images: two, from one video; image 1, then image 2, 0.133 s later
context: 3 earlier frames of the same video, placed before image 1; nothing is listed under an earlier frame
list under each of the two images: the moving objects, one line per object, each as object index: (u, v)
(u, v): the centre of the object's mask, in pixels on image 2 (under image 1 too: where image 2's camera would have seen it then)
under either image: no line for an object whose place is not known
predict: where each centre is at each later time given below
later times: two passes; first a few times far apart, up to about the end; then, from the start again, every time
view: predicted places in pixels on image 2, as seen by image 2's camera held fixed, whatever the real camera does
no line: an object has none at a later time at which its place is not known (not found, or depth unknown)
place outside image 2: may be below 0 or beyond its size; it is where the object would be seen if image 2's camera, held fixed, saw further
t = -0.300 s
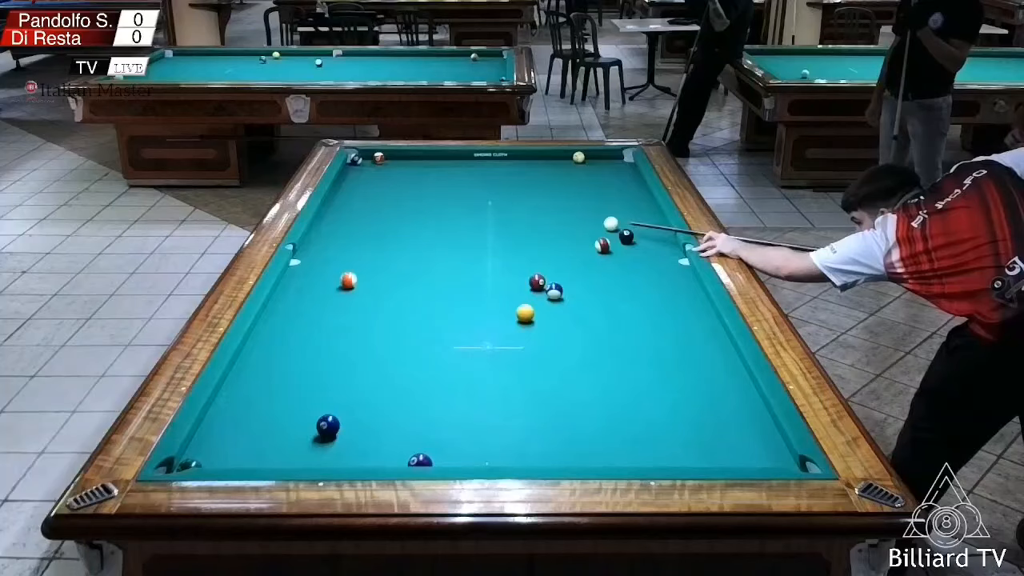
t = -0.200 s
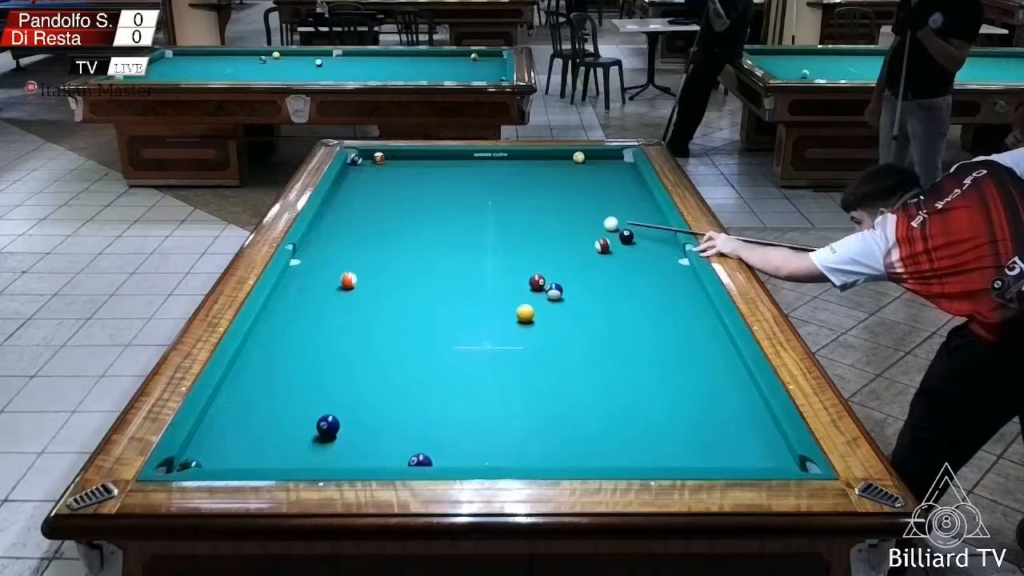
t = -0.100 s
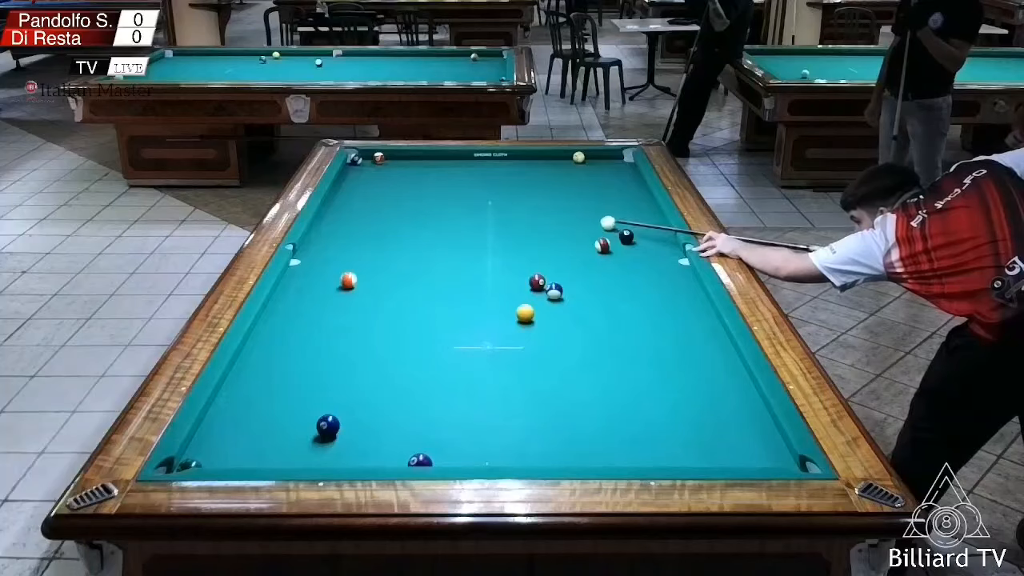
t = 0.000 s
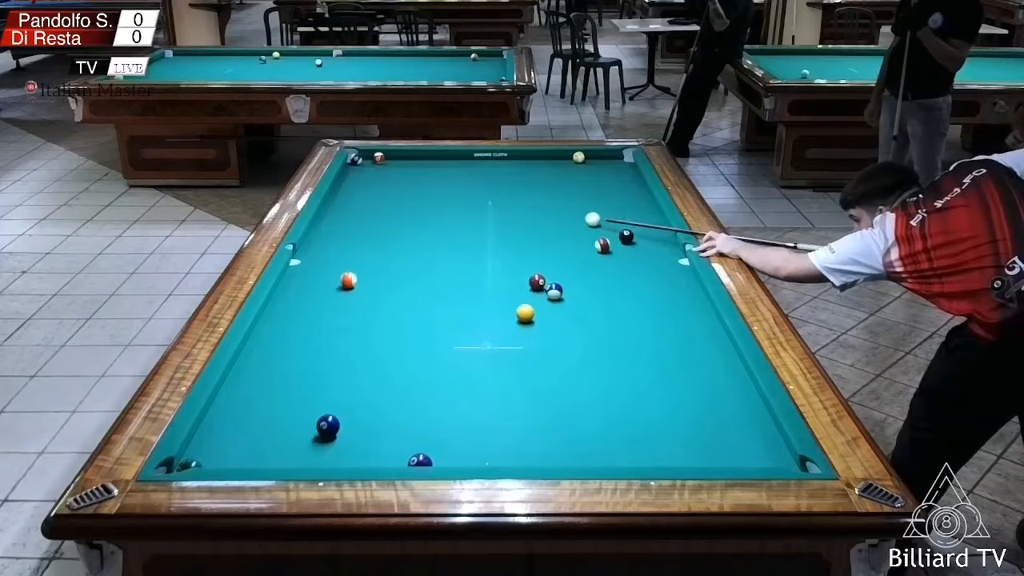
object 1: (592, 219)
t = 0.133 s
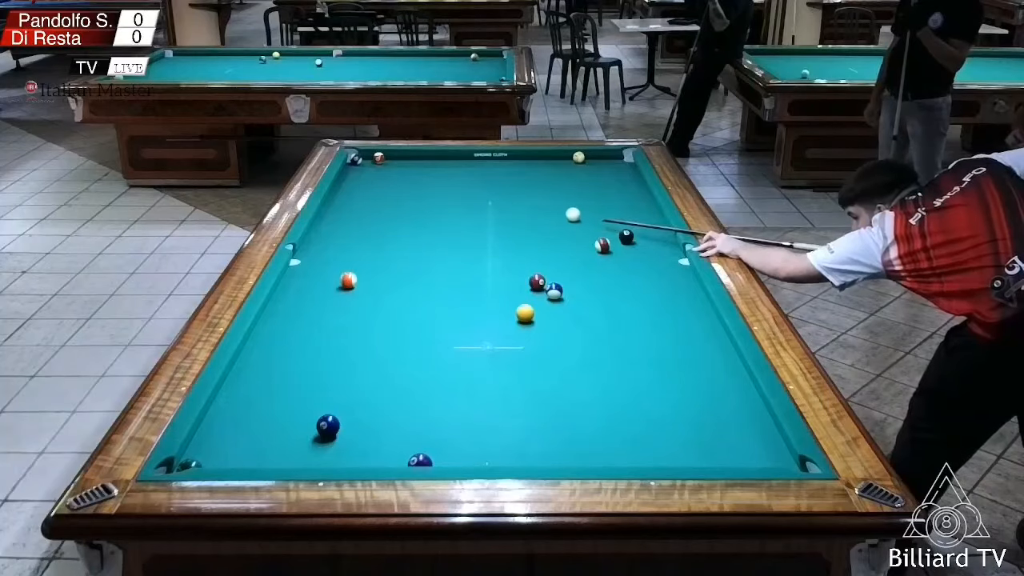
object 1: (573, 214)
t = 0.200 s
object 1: (561, 212)
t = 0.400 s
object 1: (536, 205)
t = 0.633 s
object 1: (506, 198)
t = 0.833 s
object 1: (482, 192)
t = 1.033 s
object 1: (459, 187)
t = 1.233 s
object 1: (437, 181)
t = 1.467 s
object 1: (413, 176)
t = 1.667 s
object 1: (393, 171)
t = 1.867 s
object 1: (375, 166)
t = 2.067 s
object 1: (357, 162)
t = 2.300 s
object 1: (358, 162)
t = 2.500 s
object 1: (365, 162)
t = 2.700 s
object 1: (374, 162)
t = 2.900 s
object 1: (381, 162)
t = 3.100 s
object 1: (390, 163)
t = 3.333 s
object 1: (397, 163)
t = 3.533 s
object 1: (404, 163)
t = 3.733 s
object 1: (410, 163)
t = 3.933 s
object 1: (416, 163)
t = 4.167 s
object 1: (422, 163)
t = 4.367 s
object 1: (428, 163)
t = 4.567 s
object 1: (432, 163)
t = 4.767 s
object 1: (436, 163)
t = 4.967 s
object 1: (441, 163)
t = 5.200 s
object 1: (445, 163)
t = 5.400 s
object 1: (448, 163)
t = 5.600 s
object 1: (451, 163)
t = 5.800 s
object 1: (453, 163)
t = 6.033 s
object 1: (455, 163)
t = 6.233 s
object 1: (457, 163)
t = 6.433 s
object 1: (458, 163)
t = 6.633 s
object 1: (458, 163)
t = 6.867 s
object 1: (459, 163)
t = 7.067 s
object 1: (459, 163)
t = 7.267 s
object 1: (459, 163)
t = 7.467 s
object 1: (459, 163)
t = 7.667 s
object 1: (459, 163)
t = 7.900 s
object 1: (459, 163)
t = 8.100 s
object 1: (459, 163)
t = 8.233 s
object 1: (459, 163)
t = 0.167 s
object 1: (568, 213)
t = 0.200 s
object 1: (561, 212)
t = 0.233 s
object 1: (557, 210)
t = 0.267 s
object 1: (554, 210)
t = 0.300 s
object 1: (549, 209)
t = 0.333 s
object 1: (545, 208)
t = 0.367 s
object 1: (541, 206)
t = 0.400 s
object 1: (536, 205)
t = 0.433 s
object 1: (532, 204)
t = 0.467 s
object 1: (527, 203)
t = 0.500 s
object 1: (523, 202)
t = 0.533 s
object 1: (519, 201)
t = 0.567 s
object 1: (514, 200)
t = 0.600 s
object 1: (510, 199)
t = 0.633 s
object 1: (506, 198)
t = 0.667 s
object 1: (502, 197)
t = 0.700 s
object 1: (498, 196)
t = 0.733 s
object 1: (494, 195)
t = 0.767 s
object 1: (489, 194)
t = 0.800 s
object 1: (485, 193)
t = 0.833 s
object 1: (482, 192)
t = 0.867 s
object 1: (478, 191)
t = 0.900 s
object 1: (474, 190)
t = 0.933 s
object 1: (470, 189)
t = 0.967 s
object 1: (464, 188)
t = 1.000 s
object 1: (463, 188)
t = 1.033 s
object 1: (459, 187)
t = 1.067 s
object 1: (455, 186)
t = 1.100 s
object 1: (451, 185)
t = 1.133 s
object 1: (448, 184)
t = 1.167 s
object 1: (444, 183)
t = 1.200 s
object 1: (441, 182)
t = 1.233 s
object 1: (437, 181)
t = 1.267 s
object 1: (433, 181)
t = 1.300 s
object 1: (430, 180)
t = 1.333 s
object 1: (427, 179)
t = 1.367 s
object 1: (425, 178)
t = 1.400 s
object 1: (421, 178)
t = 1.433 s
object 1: (416, 177)
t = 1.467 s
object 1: (413, 176)
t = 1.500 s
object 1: (409, 175)
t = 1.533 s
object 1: (406, 174)
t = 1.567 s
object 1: (403, 173)
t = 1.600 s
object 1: (400, 173)
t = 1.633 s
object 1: (396, 172)
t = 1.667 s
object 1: (393, 171)
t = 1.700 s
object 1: (390, 170)
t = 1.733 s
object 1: (389, 170)
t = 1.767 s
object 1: (386, 169)
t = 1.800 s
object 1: (383, 168)
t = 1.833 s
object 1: (379, 168)
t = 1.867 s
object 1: (375, 166)
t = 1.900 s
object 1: (371, 166)
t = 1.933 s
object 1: (369, 165)
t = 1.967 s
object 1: (366, 164)
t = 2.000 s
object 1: (363, 164)
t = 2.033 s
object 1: (360, 163)
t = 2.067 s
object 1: (357, 162)
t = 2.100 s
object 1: (356, 162)
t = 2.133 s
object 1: (353, 162)
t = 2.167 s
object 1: (352, 162)
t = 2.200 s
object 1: (352, 162)
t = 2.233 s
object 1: (354, 162)
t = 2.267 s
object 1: (356, 161)
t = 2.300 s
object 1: (358, 162)
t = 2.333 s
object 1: (359, 162)
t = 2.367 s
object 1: (360, 162)
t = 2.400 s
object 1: (362, 162)
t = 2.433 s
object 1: (363, 162)
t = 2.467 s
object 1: (364, 162)
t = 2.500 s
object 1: (365, 162)
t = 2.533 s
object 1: (366, 162)
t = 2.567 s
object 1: (368, 162)
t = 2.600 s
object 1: (369, 162)
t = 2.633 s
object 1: (372, 162)
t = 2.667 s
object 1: (373, 162)
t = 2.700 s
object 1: (374, 162)
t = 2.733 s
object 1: (375, 162)
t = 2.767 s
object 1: (377, 162)
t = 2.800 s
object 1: (378, 162)
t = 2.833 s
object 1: (379, 162)
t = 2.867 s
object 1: (380, 162)
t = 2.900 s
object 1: (381, 162)
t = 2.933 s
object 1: (383, 162)
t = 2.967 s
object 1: (385, 162)
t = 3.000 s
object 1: (385, 162)
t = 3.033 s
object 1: (387, 162)
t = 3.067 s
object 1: (388, 163)
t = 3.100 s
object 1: (390, 163)
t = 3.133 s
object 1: (391, 163)
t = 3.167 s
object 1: (392, 163)
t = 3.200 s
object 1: (392, 163)
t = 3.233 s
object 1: (394, 163)
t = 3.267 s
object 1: (395, 163)
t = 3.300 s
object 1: (396, 163)
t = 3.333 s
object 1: (397, 163)
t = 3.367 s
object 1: (399, 163)
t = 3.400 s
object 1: (400, 163)
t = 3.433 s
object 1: (401, 163)
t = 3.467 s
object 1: (402, 163)
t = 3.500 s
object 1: (403, 163)
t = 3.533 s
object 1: (404, 163)
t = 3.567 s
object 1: (405, 163)
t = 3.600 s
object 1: (406, 163)
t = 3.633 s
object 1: (407, 163)
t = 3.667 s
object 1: (408, 163)
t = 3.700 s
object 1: (409, 163)
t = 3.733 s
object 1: (410, 163)
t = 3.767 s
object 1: (411, 163)
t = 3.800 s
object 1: (412, 163)
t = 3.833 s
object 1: (414, 163)
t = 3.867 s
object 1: (415, 163)
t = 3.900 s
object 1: (416, 163)
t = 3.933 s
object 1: (416, 163)
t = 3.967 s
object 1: (417, 163)
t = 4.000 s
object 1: (418, 163)
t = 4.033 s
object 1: (419, 163)
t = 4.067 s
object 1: (420, 163)
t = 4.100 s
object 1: (421, 163)
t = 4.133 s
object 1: (422, 163)
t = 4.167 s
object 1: (422, 163)
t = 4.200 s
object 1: (424, 163)
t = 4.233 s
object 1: (424, 163)
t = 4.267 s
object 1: (425, 163)
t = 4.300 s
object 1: (426, 163)
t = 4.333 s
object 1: (427, 163)
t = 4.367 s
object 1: (428, 163)
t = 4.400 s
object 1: (428, 163)
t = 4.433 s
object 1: (429, 163)
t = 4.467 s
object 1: (430, 163)
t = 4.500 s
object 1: (431, 163)
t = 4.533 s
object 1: (432, 163)
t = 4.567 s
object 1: (432, 163)
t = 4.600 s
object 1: (433, 163)
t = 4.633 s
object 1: (434, 163)
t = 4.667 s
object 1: (434, 163)
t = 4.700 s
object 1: (435, 163)
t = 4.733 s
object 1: (436, 163)
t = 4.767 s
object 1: (436, 163)
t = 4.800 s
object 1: (437, 163)
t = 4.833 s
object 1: (438, 163)
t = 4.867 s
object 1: (439, 163)
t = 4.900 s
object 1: (440, 163)
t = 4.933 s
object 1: (440, 163)
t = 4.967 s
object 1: (441, 163)
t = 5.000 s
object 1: (442, 163)
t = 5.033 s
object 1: (442, 163)
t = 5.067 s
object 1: (442, 163)
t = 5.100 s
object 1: (443, 163)
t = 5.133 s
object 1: (444, 163)
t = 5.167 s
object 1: (444, 163)
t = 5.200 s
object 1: (445, 163)
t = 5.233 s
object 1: (445, 163)
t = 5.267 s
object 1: (446, 163)
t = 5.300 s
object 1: (446, 163)
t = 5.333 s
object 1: (447, 163)
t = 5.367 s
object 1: (447, 163)
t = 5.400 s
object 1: (448, 163)
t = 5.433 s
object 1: (448, 163)
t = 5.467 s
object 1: (449, 163)
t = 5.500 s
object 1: (449, 163)
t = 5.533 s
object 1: (450, 163)
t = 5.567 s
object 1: (450, 163)
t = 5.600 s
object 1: (451, 163)
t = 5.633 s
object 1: (451, 163)
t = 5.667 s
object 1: (451, 163)
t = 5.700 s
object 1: (452, 163)
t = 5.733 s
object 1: (452, 163)
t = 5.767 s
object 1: (453, 163)
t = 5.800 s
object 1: (453, 163)
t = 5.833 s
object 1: (453, 163)
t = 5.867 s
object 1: (454, 163)
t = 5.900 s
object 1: (454, 163)
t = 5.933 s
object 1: (454, 163)
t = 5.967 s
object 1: (454, 163)
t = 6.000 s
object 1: (455, 163)
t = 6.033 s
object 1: (455, 163)
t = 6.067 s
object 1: (455, 163)
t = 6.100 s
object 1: (456, 163)
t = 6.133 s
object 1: (456, 163)
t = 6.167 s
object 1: (456, 163)
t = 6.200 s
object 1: (456, 163)
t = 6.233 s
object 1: (457, 163)
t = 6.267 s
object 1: (457, 163)
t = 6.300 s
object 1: (457, 163)
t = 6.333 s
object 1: (457, 163)
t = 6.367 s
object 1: (457, 163)
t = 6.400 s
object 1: (457, 163)
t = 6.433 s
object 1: (458, 163)
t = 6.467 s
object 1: (458, 163)
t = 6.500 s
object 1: (458, 163)
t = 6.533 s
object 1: (458, 163)
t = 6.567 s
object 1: (458, 163)
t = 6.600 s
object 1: (458, 163)
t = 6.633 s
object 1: (458, 163)
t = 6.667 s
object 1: (459, 163)
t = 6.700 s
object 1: (459, 163)
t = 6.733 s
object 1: (459, 163)
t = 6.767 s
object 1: (459, 163)
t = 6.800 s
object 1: (459, 163)
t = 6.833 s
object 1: (459, 163)
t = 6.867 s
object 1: (459, 163)
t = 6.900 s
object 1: (459, 163)
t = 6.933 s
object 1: (459, 163)
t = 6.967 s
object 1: (459, 163)
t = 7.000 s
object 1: (459, 163)
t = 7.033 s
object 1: (459, 163)
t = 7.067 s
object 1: (459, 163)
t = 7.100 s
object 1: (459, 163)
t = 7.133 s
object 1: (459, 163)
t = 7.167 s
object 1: (459, 163)
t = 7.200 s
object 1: (459, 163)
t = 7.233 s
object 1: (459, 163)
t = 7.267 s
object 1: (459, 163)
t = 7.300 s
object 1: (459, 163)
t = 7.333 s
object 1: (459, 163)
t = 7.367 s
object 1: (459, 163)
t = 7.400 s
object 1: (459, 163)
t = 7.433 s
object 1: (459, 163)
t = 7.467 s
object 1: (459, 163)
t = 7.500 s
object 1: (459, 163)
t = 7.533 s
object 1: (459, 163)
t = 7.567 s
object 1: (459, 163)
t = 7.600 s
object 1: (459, 163)
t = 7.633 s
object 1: (459, 163)
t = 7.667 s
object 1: (459, 163)
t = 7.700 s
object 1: (459, 163)
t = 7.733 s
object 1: (459, 163)
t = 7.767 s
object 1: (459, 163)
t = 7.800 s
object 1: (459, 163)
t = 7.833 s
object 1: (459, 163)
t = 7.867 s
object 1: (459, 163)
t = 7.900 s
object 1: (459, 163)
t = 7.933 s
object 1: (459, 163)
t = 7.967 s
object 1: (459, 163)
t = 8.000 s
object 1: (459, 163)
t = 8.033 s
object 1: (459, 163)
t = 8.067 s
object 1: (459, 163)
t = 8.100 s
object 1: (459, 163)
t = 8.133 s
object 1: (459, 163)
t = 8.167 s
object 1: (459, 163)
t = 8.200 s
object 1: (459, 163)
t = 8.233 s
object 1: (459, 163)
